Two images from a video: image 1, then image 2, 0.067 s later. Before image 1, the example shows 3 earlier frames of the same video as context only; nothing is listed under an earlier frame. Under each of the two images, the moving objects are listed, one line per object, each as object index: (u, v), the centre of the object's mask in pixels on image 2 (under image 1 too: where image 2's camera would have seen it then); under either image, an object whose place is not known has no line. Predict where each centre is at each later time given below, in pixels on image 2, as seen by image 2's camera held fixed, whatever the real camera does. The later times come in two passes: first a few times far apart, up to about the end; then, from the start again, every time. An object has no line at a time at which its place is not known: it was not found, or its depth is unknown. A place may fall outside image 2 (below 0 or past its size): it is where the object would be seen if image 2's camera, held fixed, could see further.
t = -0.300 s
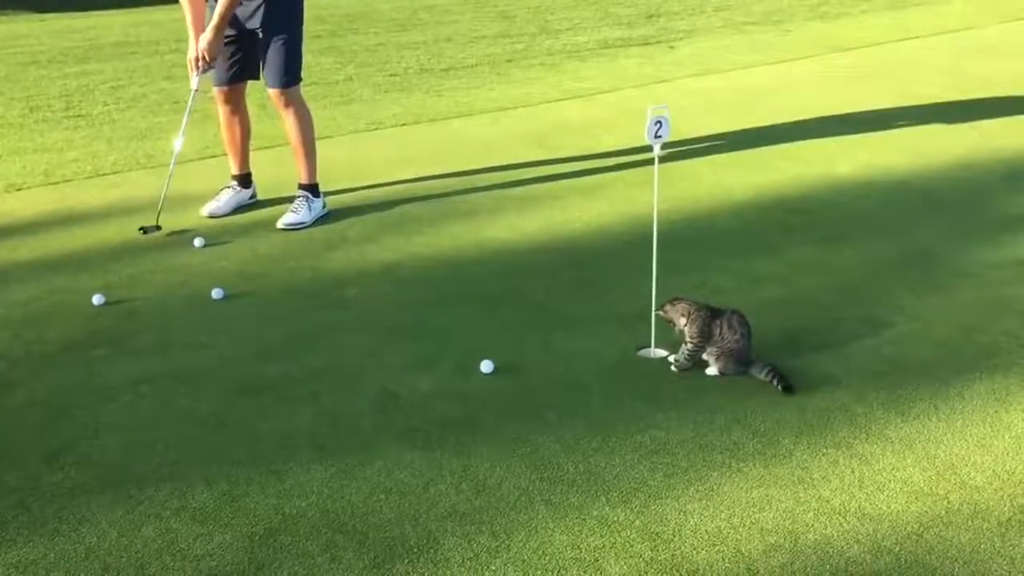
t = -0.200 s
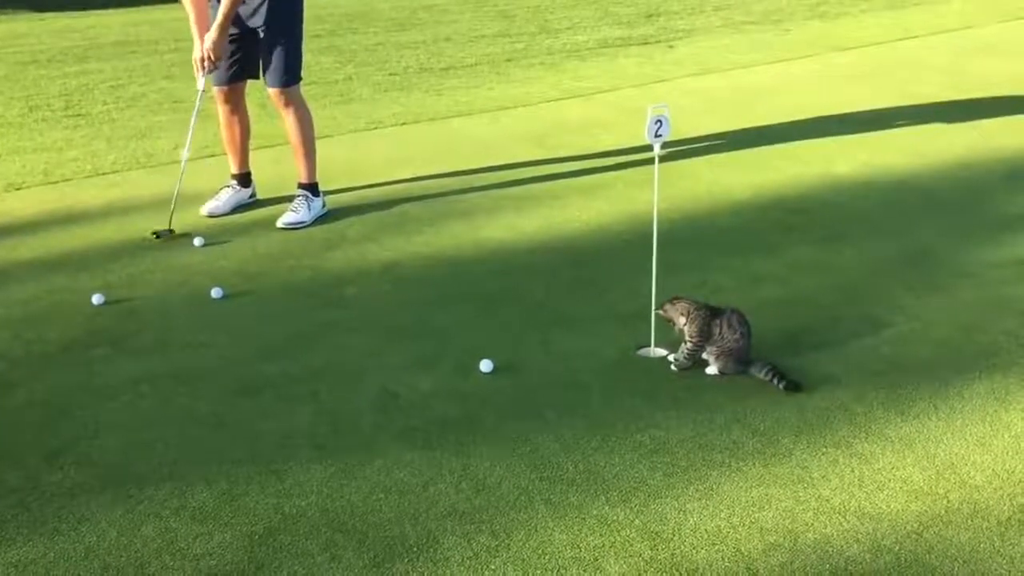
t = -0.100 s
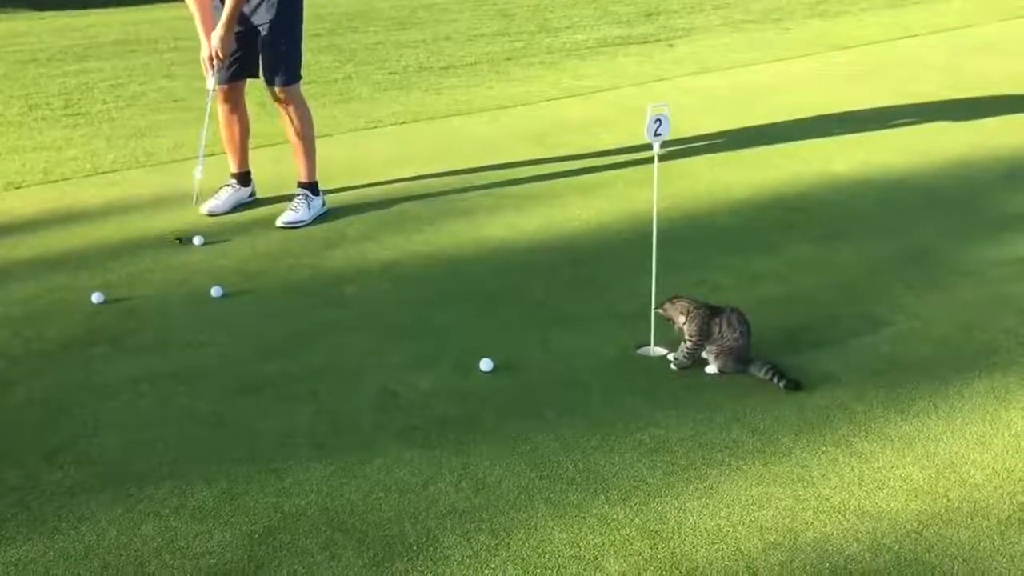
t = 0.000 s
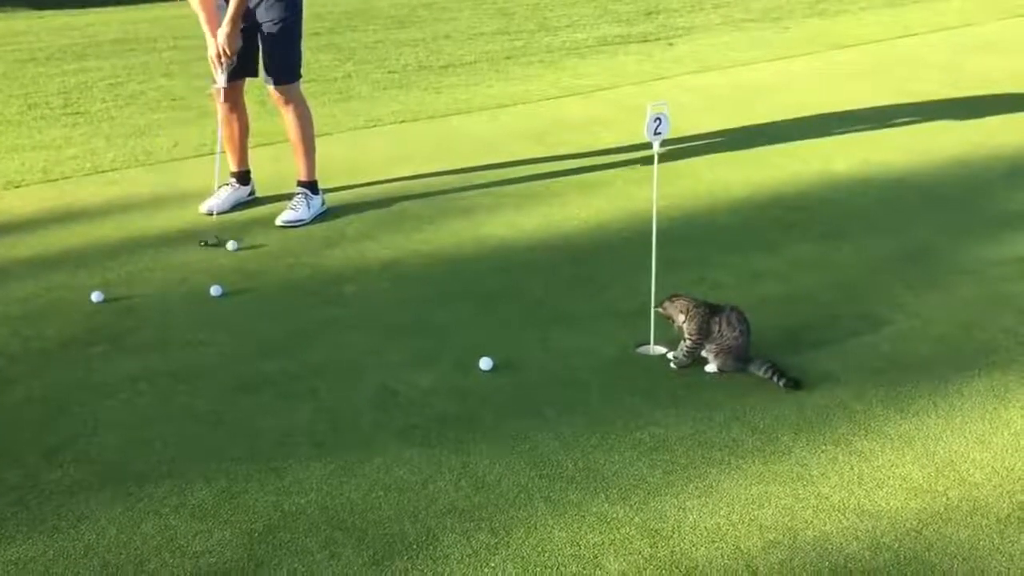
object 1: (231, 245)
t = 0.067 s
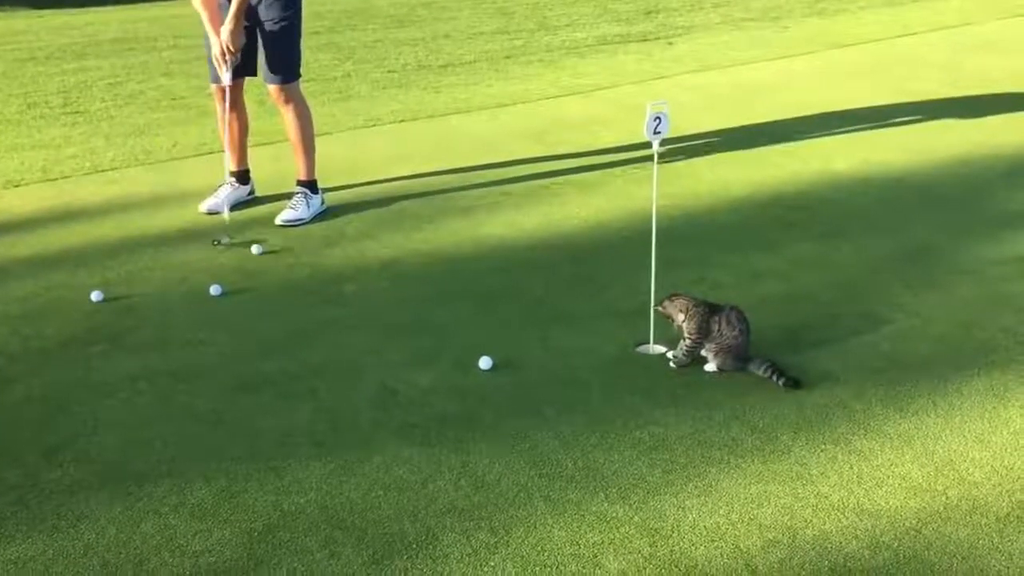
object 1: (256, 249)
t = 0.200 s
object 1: (302, 258)
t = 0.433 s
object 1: (381, 275)
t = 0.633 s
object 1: (446, 289)
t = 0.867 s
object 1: (522, 305)
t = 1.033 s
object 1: (574, 317)
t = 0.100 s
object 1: (268, 252)
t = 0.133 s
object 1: (279, 254)
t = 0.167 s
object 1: (290, 257)
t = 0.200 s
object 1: (302, 258)
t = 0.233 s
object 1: (314, 262)
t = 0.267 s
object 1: (325, 263)
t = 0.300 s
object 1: (336, 265)
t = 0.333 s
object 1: (347, 268)
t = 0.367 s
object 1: (359, 270)
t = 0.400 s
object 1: (370, 273)
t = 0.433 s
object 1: (381, 275)
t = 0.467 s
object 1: (392, 277)
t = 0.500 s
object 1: (403, 279)
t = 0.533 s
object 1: (414, 282)
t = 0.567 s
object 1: (424, 284)
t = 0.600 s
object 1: (436, 286)
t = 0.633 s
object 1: (446, 289)
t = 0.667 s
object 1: (457, 291)
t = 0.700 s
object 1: (469, 294)
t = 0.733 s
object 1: (479, 296)
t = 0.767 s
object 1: (490, 298)
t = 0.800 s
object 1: (501, 301)
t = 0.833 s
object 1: (511, 303)
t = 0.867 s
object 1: (522, 305)
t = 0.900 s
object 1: (533, 307)
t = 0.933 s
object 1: (543, 310)
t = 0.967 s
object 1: (553, 312)
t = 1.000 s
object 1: (564, 314)
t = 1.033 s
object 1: (574, 317)
